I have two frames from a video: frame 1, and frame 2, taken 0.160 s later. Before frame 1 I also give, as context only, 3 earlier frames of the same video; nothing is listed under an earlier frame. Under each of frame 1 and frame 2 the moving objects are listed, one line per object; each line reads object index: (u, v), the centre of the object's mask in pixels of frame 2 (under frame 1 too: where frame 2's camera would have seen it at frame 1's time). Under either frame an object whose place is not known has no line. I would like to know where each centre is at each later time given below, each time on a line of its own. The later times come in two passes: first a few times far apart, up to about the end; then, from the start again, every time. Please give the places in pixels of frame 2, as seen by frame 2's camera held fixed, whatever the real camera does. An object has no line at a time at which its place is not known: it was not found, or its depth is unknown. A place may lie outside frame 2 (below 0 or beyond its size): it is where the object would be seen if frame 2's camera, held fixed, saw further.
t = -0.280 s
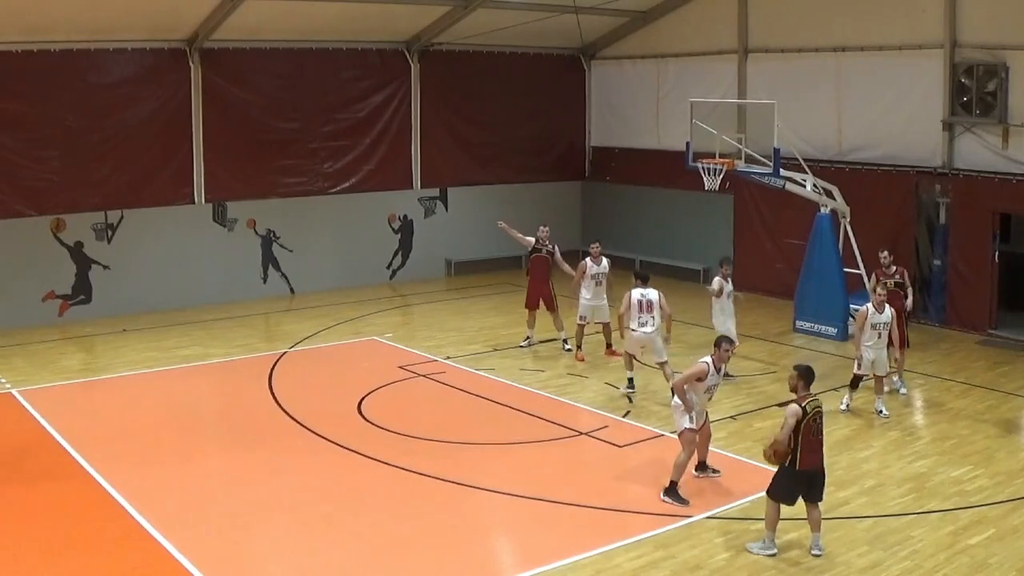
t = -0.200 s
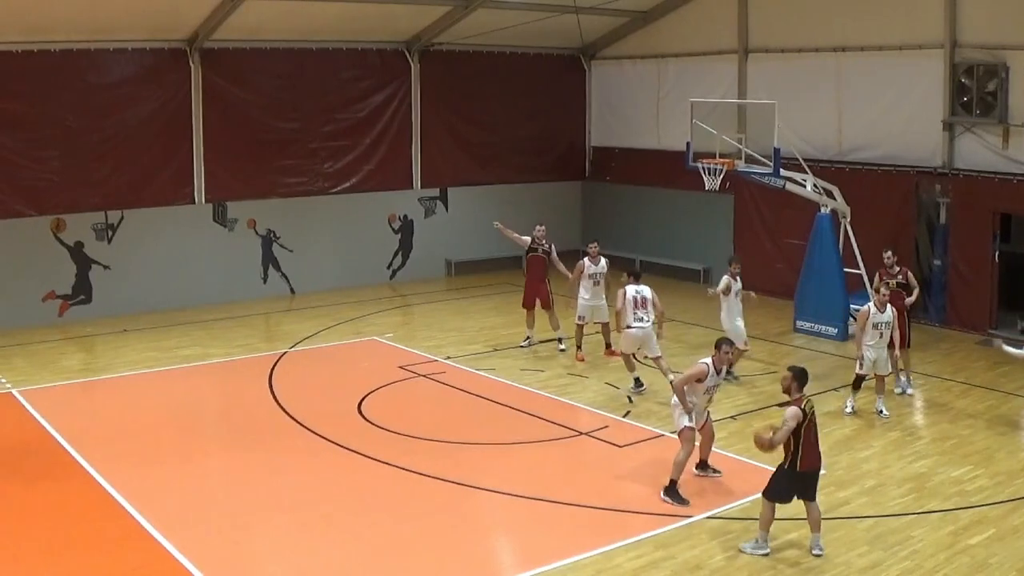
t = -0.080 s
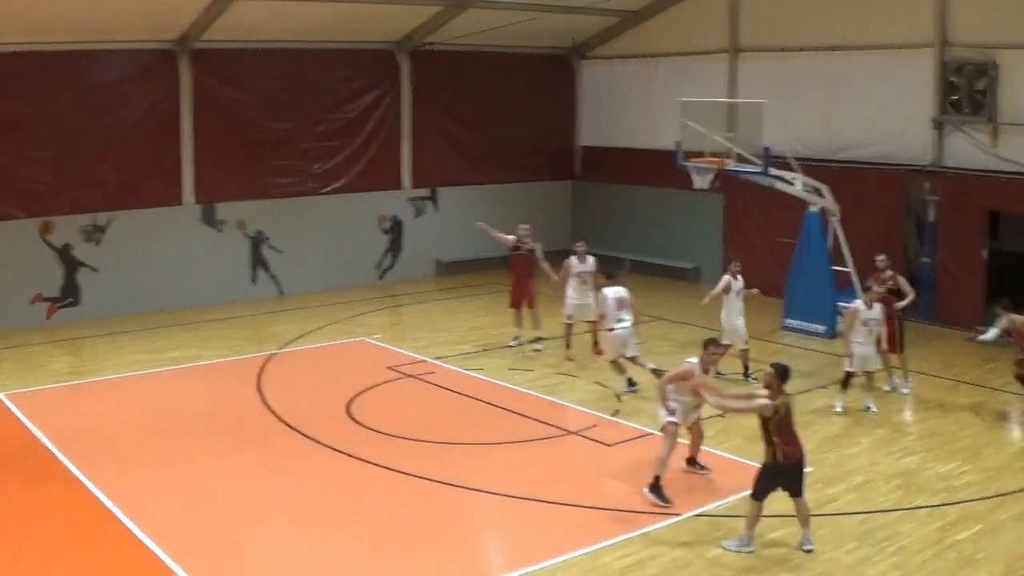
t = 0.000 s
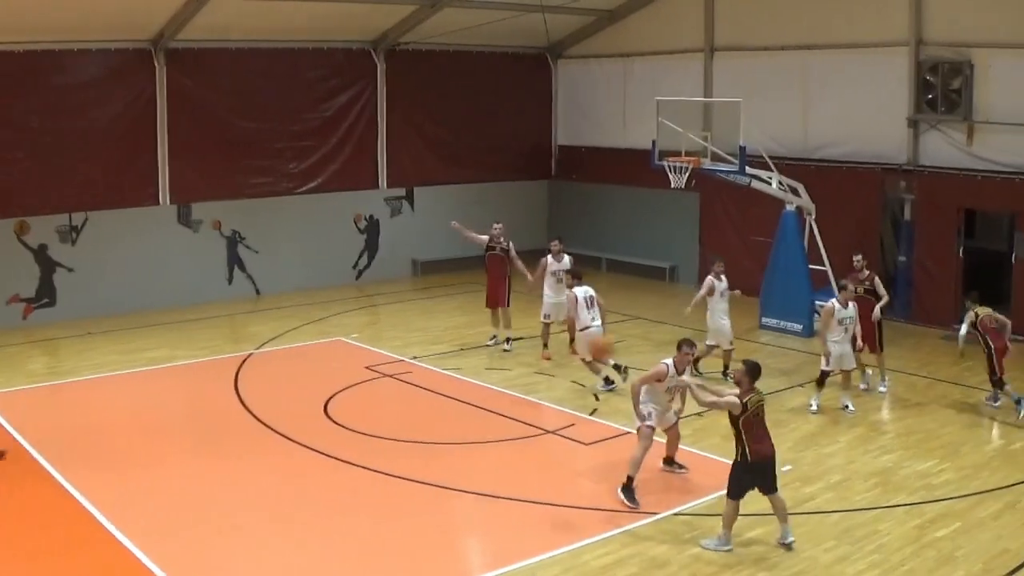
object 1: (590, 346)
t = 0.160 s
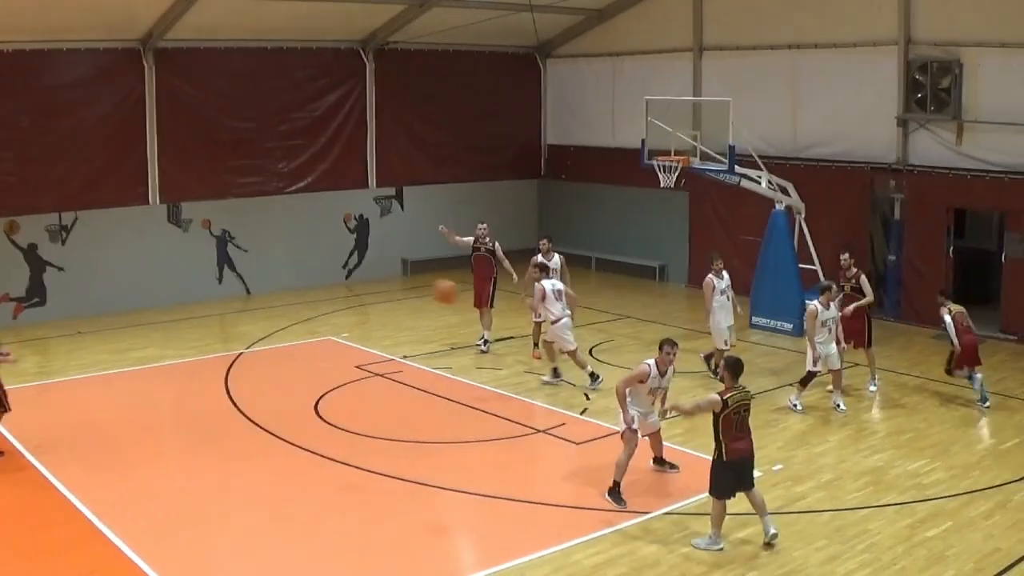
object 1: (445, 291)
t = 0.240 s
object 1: (379, 276)
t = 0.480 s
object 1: (213, 268)
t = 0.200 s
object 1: (411, 282)
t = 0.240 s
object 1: (379, 276)
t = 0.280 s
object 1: (349, 271)
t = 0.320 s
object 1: (319, 267)
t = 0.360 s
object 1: (291, 265)
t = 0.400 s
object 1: (264, 265)
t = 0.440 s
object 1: (239, 266)
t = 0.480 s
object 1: (213, 268)
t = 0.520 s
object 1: (189, 272)
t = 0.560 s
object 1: (168, 276)
